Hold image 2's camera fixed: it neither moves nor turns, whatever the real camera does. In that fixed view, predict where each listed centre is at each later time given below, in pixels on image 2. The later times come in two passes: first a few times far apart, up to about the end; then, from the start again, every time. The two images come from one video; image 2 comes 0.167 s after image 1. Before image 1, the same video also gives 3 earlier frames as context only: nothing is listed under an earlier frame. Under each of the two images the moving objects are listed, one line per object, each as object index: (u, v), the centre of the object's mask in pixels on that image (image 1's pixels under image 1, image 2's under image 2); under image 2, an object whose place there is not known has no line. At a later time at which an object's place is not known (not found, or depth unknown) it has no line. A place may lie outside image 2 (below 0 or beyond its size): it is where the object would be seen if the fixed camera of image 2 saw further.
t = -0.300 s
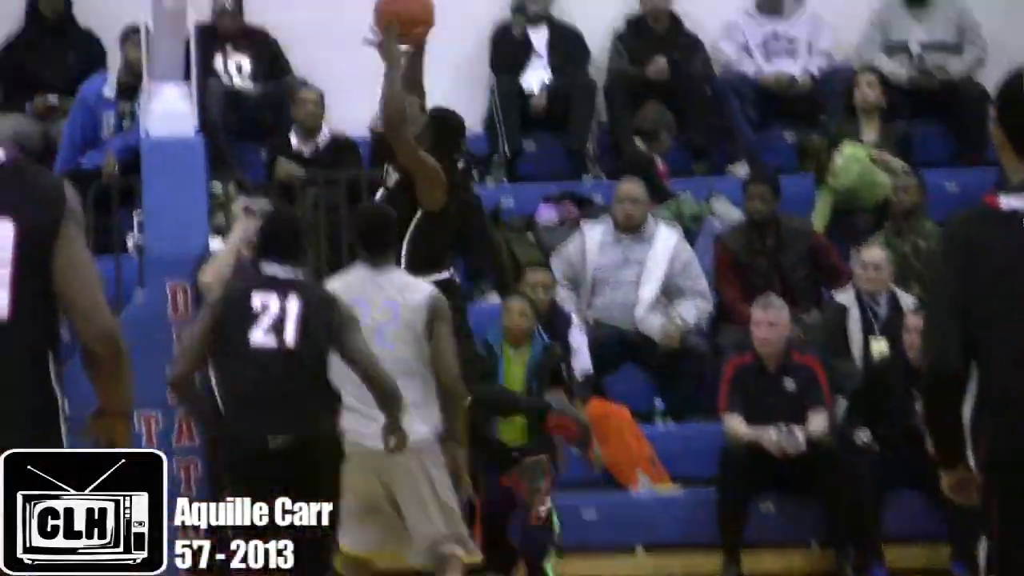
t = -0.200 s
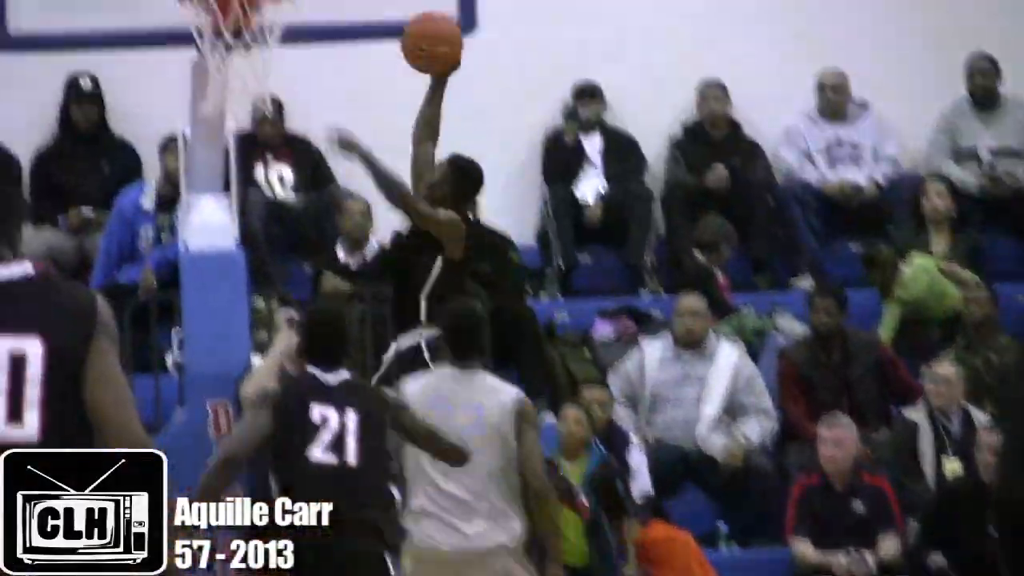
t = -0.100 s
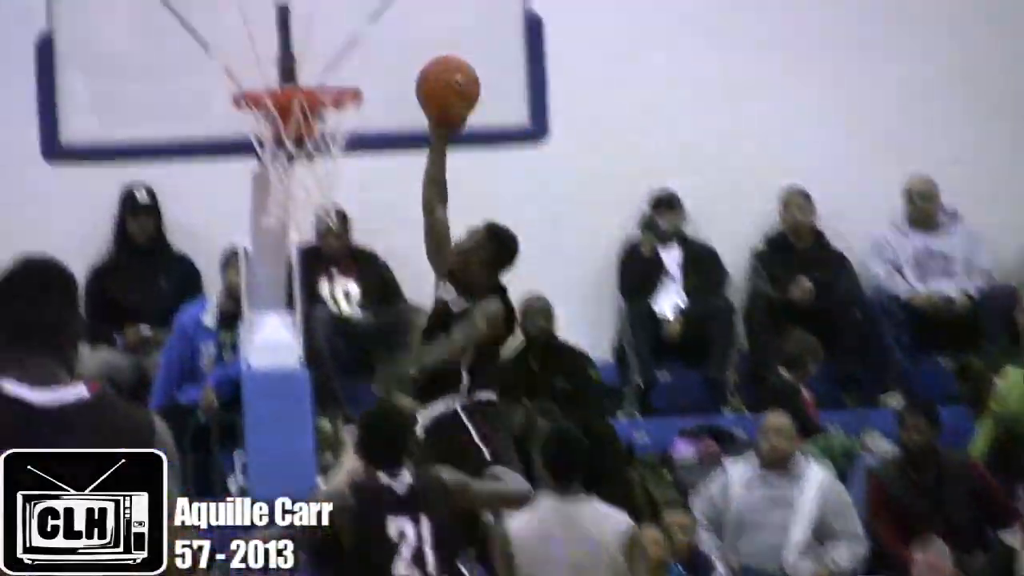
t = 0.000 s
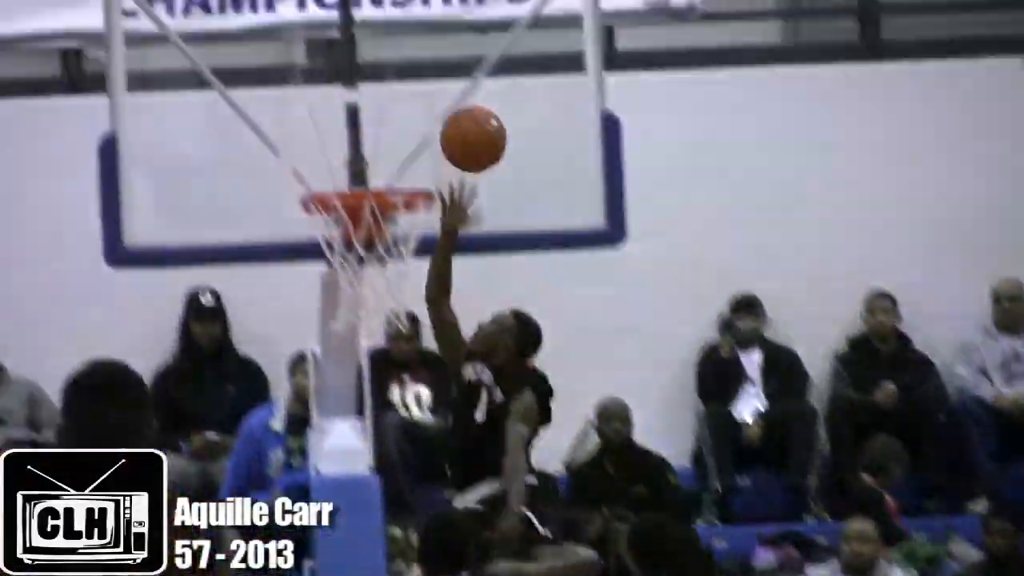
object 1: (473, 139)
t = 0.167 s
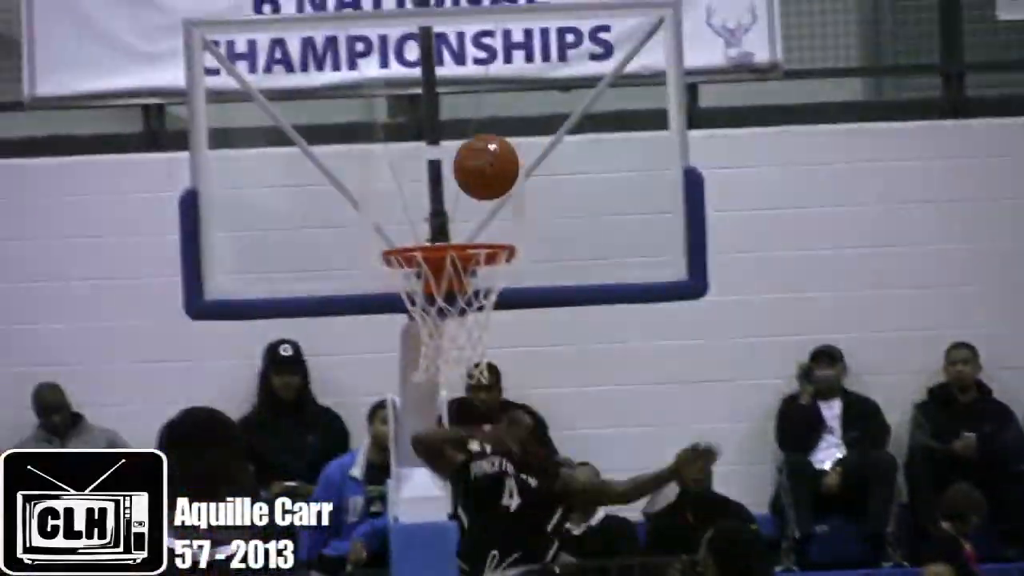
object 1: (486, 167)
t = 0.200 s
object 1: (473, 171)
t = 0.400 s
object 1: (418, 222)
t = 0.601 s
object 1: (474, 212)
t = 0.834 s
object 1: (468, 223)
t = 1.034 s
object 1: (440, 324)
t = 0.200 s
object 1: (473, 171)
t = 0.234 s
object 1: (462, 177)
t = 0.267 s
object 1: (448, 186)
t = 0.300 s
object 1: (435, 197)
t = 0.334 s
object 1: (423, 213)
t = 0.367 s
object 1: (411, 224)
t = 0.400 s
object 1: (418, 222)
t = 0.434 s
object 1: (431, 219)
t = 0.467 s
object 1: (445, 218)
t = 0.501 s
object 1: (458, 218)
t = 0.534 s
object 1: (471, 221)
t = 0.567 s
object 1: (475, 218)
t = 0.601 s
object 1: (474, 212)
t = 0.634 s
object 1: (472, 207)
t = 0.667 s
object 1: (471, 204)
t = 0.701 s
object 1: (470, 204)
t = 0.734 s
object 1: (469, 206)
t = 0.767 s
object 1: (469, 212)
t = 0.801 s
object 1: (468, 217)
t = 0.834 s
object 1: (468, 223)
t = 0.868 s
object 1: (467, 229)
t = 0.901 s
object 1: (461, 234)
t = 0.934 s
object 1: (470, 261)
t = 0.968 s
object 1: (451, 285)
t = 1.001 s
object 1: (444, 303)
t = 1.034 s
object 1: (440, 324)
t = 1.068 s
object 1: (436, 345)
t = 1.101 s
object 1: (432, 364)
